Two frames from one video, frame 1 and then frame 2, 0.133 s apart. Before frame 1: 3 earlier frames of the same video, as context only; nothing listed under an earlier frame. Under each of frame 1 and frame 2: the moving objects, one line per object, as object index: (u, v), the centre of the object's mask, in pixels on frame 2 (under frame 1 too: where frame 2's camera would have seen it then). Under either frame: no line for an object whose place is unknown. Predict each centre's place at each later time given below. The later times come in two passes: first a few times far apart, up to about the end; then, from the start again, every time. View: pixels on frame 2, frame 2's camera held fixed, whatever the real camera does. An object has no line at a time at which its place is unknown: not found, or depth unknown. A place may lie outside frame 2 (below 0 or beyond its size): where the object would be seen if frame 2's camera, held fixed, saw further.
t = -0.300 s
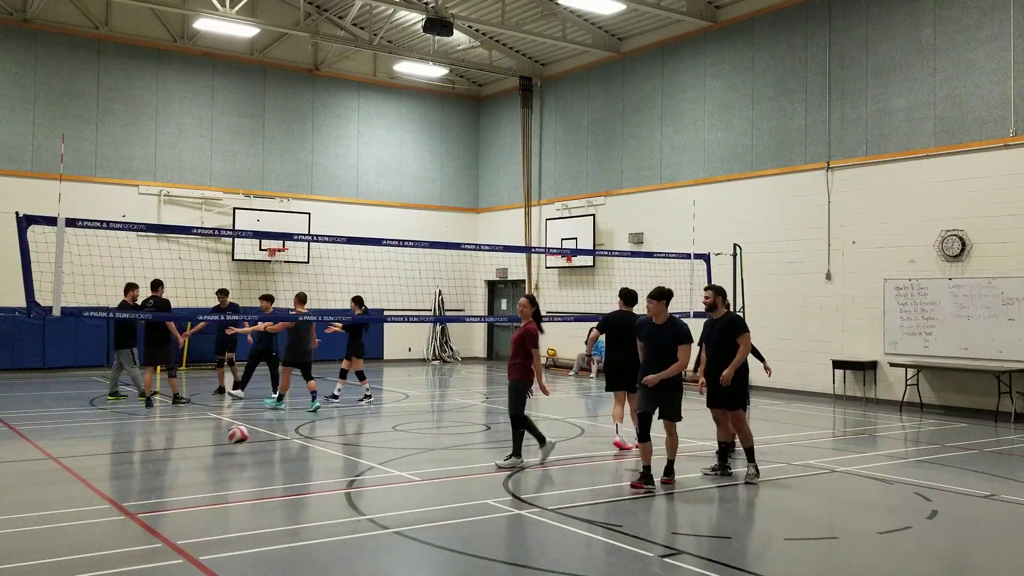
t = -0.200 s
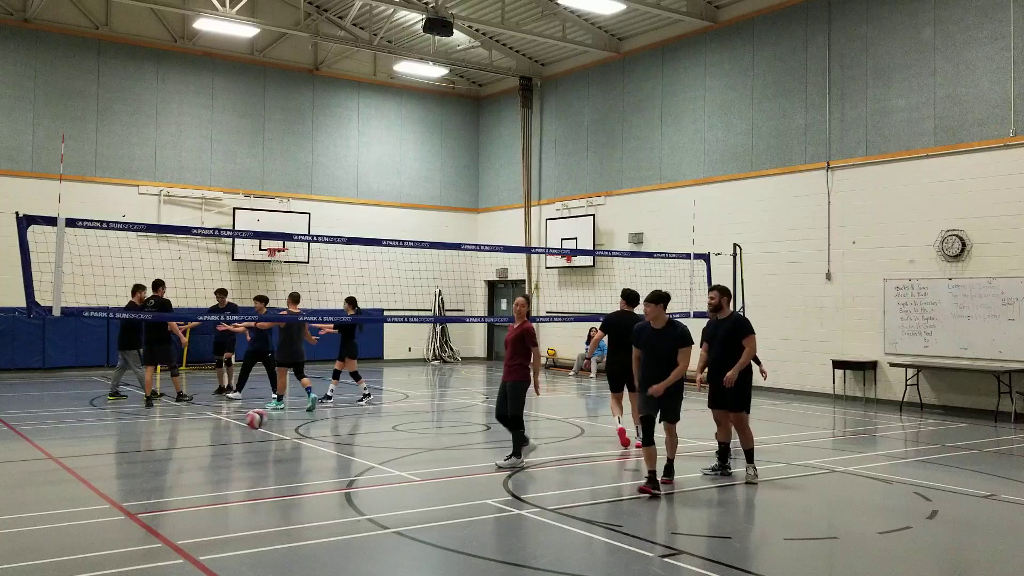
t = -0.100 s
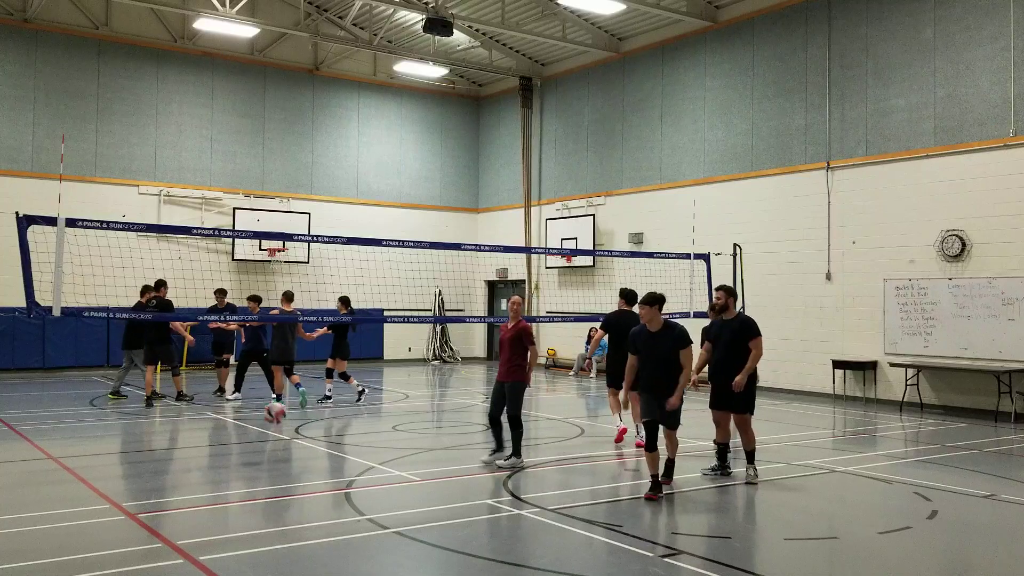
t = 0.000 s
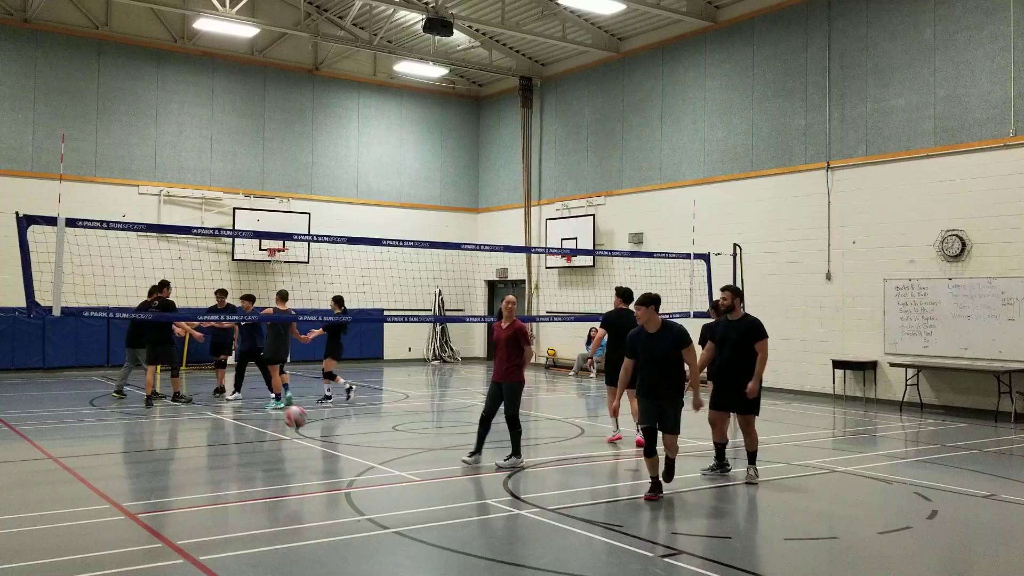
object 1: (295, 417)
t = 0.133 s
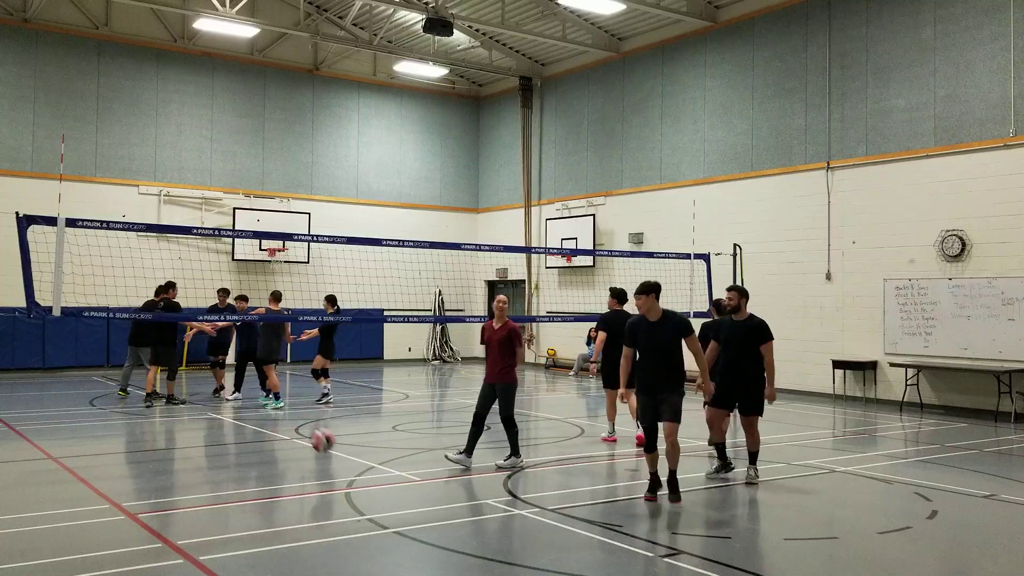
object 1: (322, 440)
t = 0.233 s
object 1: (345, 473)
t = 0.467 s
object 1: (405, 457)
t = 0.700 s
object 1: (474, 504)
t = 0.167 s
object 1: (330, 450)
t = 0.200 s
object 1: (337, 461)
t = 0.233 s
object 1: (345, 473)
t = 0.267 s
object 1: (353, 466)
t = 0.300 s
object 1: (361, 462)
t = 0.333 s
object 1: (370, 458)
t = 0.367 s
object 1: (378, 456)
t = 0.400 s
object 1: (387, 455)
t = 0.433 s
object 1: (396, 455)
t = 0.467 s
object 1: (405, 457)
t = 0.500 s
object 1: (415, 459)
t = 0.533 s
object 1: (423, 464)
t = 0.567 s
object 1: (432, 470)
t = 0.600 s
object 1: (443, 479)
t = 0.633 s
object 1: (453, 487)
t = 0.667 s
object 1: (463, 500)
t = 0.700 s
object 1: (474, 504)
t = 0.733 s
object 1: (484, 498)
